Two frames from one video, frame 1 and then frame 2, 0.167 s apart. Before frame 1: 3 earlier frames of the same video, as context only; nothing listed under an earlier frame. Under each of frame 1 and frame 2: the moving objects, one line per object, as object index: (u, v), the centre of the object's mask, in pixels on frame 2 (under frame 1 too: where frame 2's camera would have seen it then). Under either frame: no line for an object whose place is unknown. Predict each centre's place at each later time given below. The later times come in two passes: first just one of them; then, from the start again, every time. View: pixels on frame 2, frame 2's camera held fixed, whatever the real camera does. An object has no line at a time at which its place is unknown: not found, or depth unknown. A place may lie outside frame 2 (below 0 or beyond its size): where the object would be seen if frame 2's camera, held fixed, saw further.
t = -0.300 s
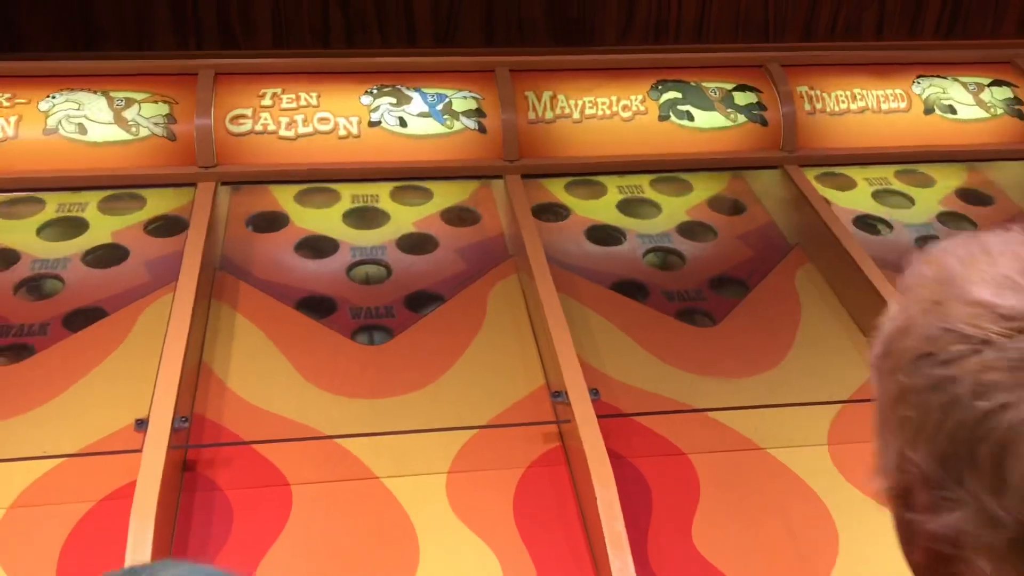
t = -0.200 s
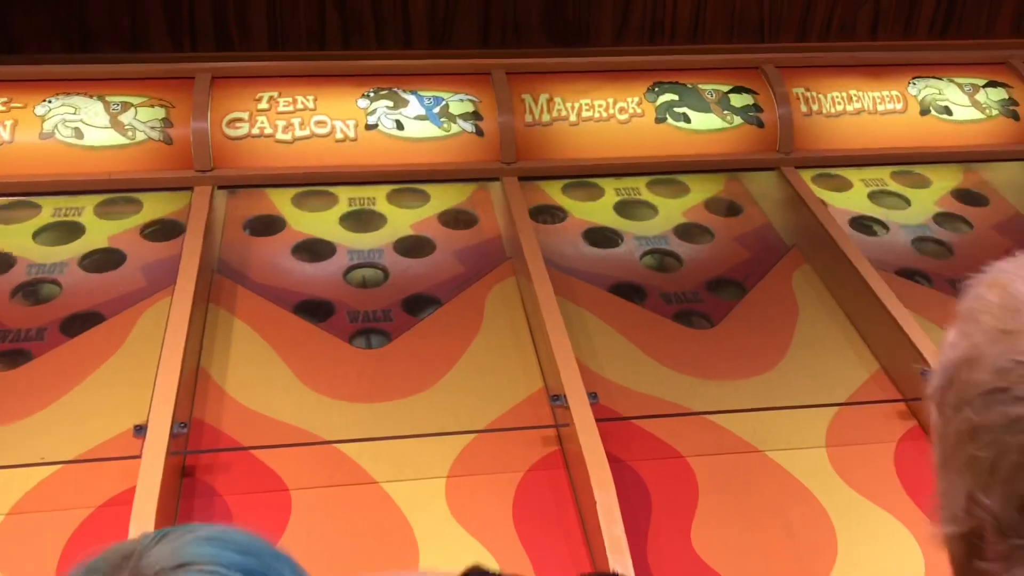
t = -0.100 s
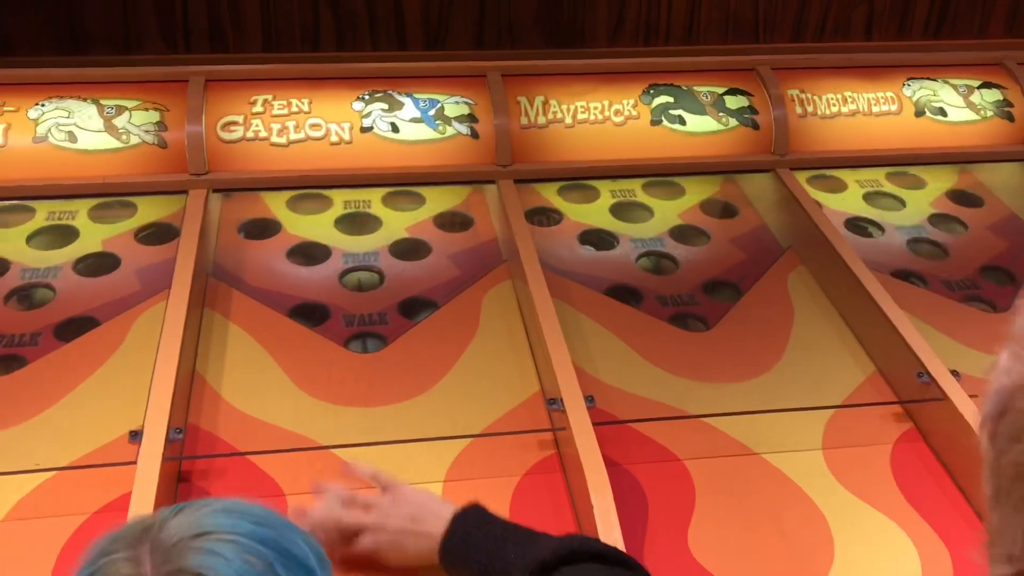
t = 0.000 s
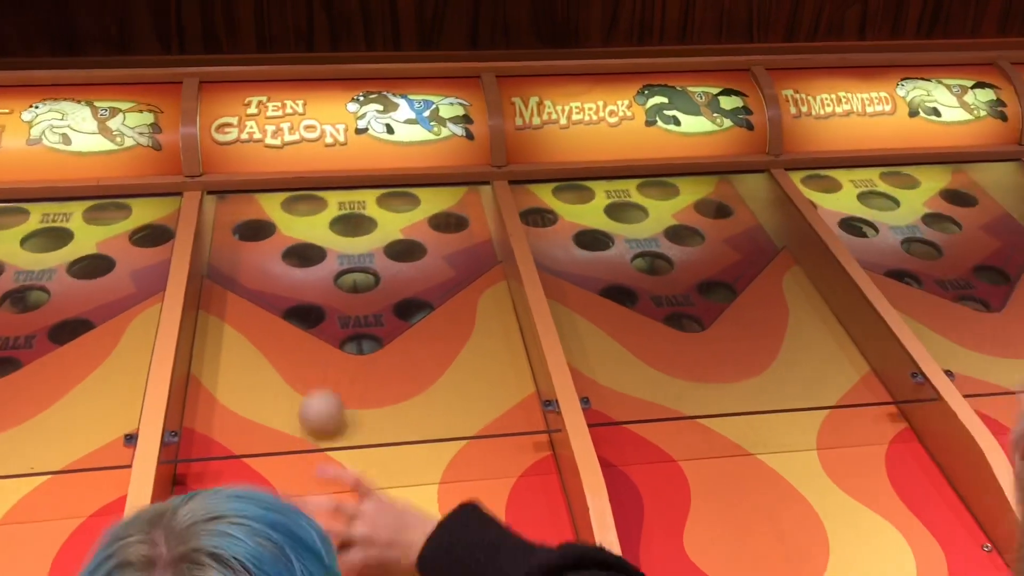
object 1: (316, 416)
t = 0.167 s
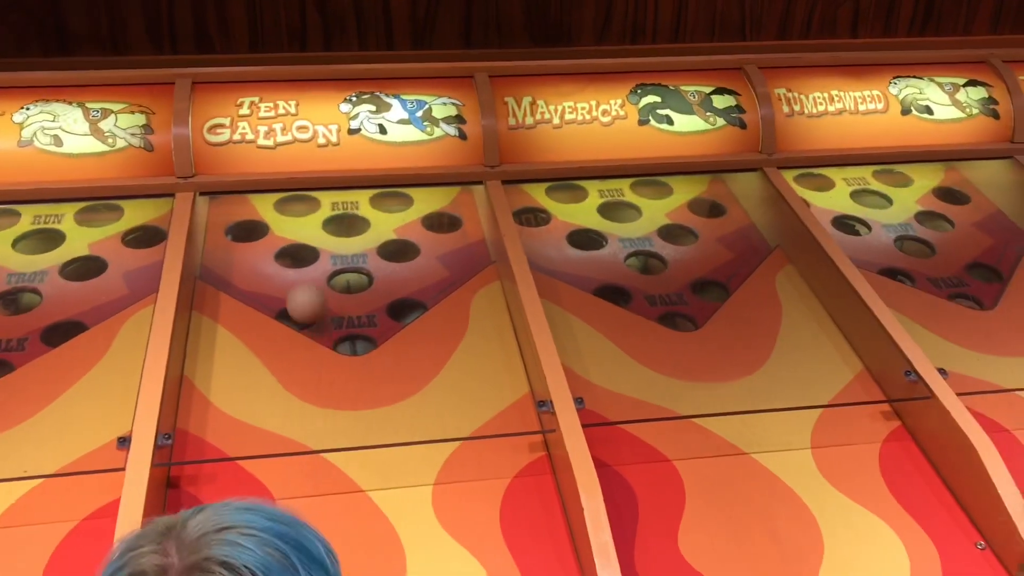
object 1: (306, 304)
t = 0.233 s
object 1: (303, 279)
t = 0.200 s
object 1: (307, 293)
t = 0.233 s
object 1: (303, 279)
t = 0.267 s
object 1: (300, 264)
